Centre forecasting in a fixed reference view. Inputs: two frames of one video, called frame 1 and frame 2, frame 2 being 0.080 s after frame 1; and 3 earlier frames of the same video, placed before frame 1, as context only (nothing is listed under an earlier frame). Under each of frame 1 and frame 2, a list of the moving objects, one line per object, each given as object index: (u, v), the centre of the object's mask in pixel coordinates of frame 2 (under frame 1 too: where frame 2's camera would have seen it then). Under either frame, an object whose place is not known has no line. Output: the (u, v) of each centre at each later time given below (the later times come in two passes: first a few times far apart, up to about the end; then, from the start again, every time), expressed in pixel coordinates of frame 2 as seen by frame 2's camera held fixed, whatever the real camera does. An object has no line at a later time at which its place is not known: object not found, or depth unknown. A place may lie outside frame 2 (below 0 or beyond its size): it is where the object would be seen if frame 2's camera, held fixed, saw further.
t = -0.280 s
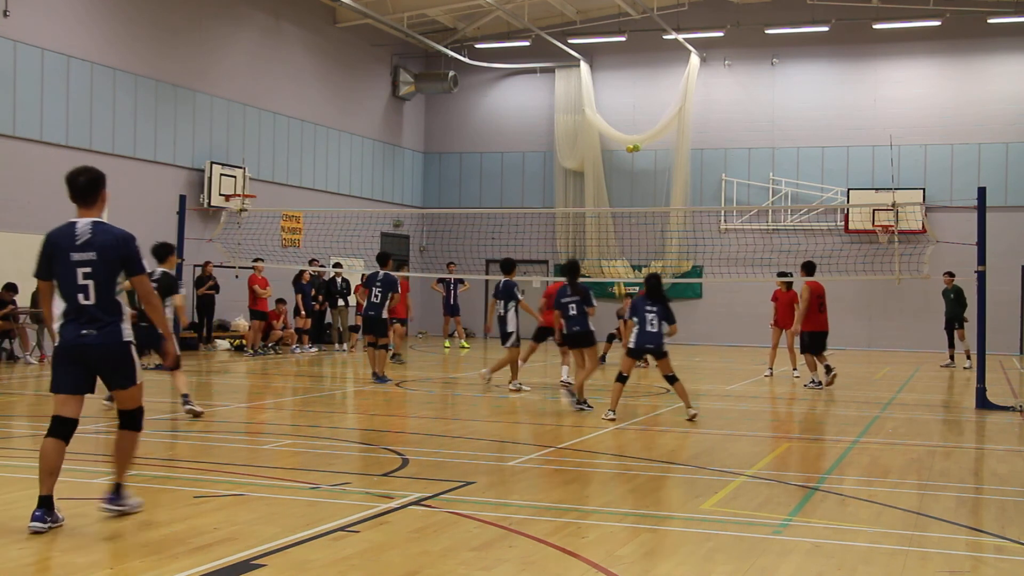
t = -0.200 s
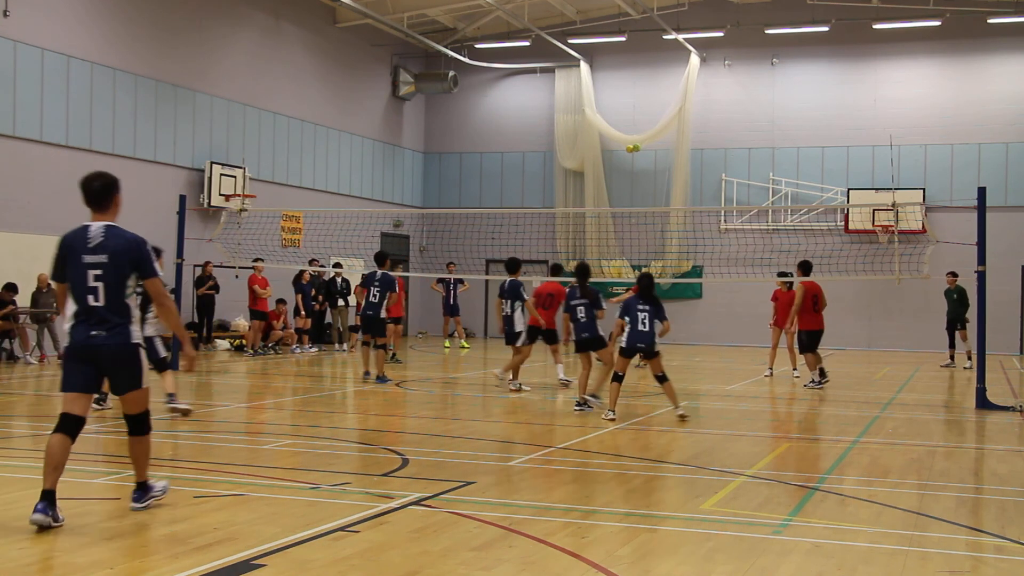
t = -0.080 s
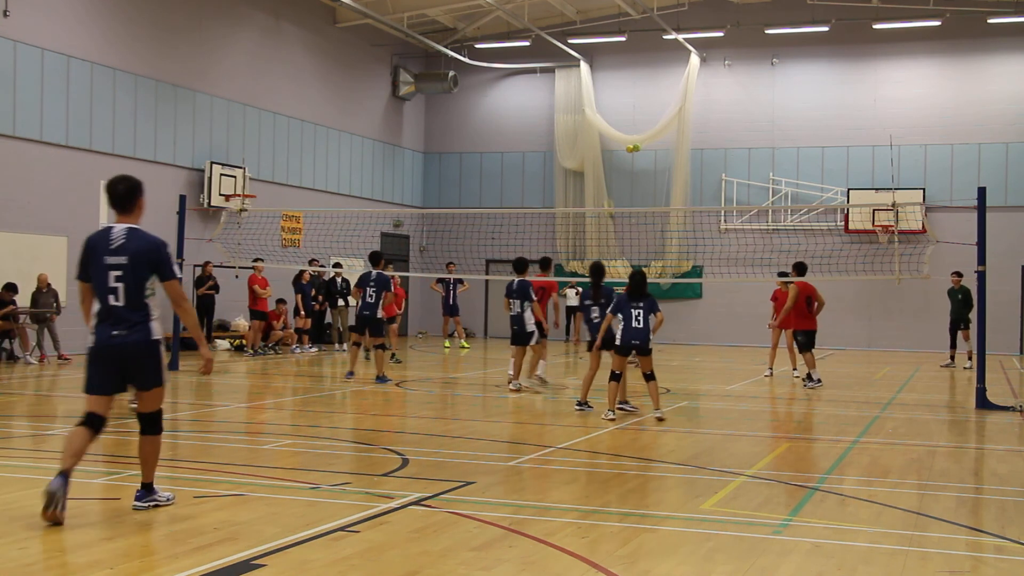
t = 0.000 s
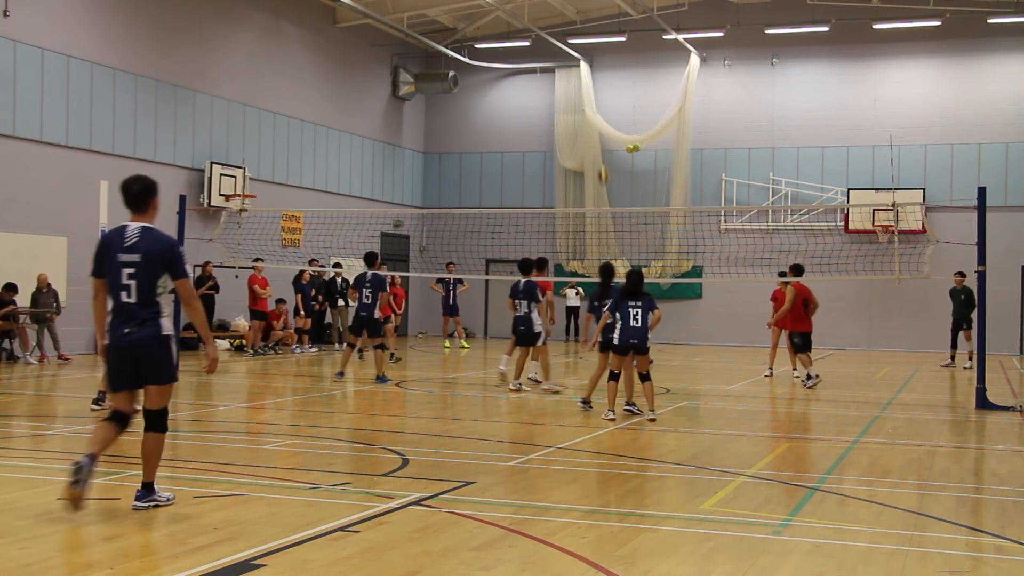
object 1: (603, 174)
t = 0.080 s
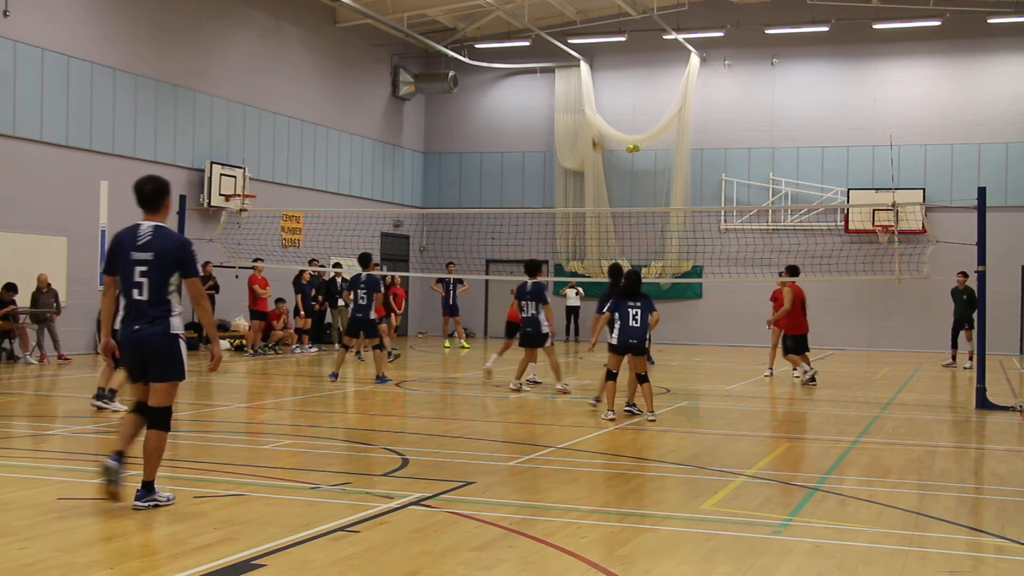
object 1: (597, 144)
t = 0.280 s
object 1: (579, 77)
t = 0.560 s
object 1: (555, 25)
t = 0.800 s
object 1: (532, 17)
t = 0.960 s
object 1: (515, 33)
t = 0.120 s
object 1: (593, 128)
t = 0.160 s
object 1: (590, 115)
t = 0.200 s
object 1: (586, 101)
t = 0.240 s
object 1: (583, 89)
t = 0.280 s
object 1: (579, 77)
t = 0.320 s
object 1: (576, 67)
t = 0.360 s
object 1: (574, 59)
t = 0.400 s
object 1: (570, 50)
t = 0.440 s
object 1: (566, 41)
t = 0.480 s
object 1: (563, 36)
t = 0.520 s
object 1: (559, 30)
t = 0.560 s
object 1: (555, 25)
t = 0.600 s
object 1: (551, 22)
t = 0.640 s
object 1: (547, 19)
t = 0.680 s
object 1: (544, 17)
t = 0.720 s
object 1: (540, 16)
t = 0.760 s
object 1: (536, 16)
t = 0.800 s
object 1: (532, 17)
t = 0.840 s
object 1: (528, 20)
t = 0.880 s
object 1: (524, 23)
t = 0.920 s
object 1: (520, 27)
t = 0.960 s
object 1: (515, 33)
